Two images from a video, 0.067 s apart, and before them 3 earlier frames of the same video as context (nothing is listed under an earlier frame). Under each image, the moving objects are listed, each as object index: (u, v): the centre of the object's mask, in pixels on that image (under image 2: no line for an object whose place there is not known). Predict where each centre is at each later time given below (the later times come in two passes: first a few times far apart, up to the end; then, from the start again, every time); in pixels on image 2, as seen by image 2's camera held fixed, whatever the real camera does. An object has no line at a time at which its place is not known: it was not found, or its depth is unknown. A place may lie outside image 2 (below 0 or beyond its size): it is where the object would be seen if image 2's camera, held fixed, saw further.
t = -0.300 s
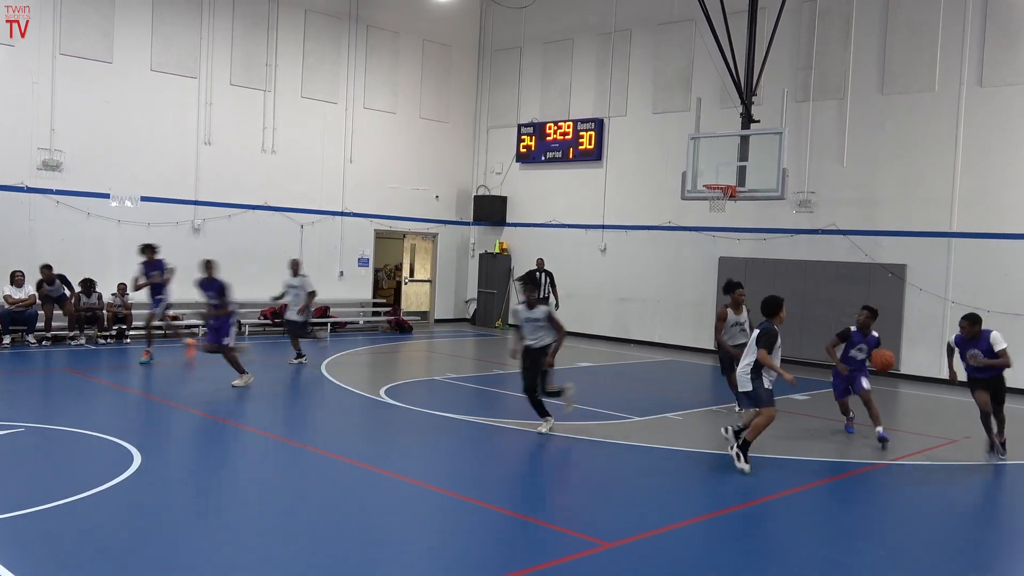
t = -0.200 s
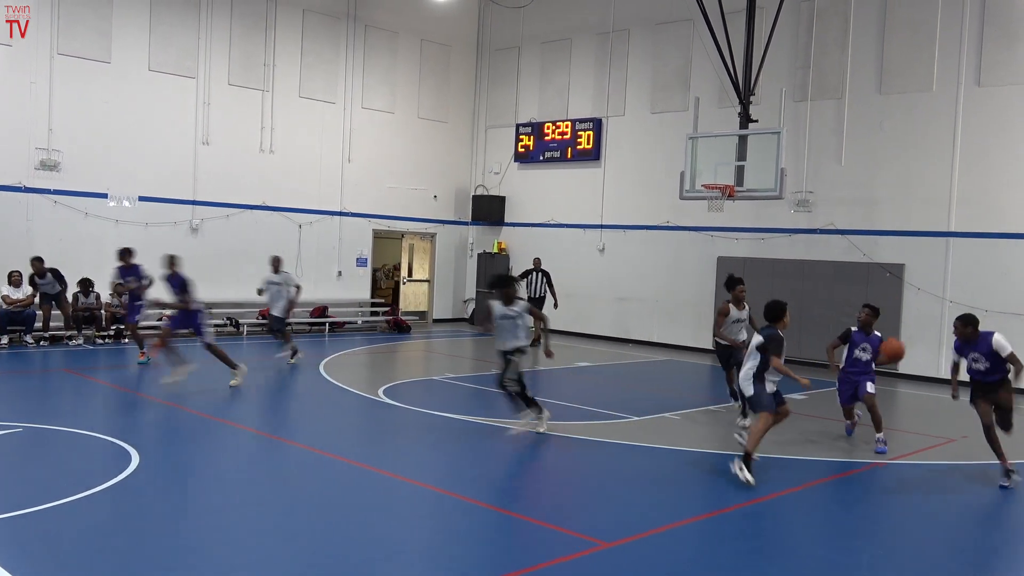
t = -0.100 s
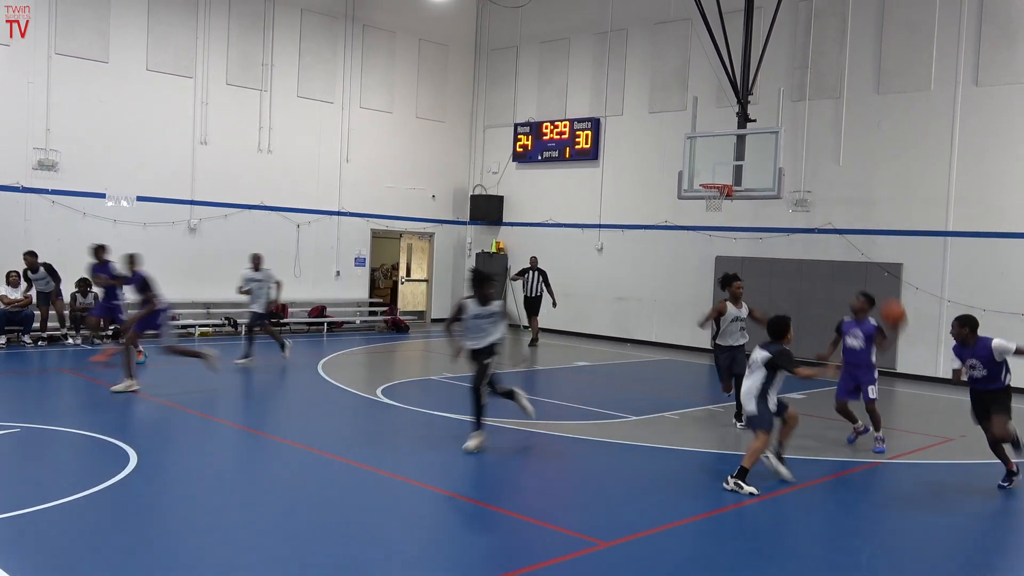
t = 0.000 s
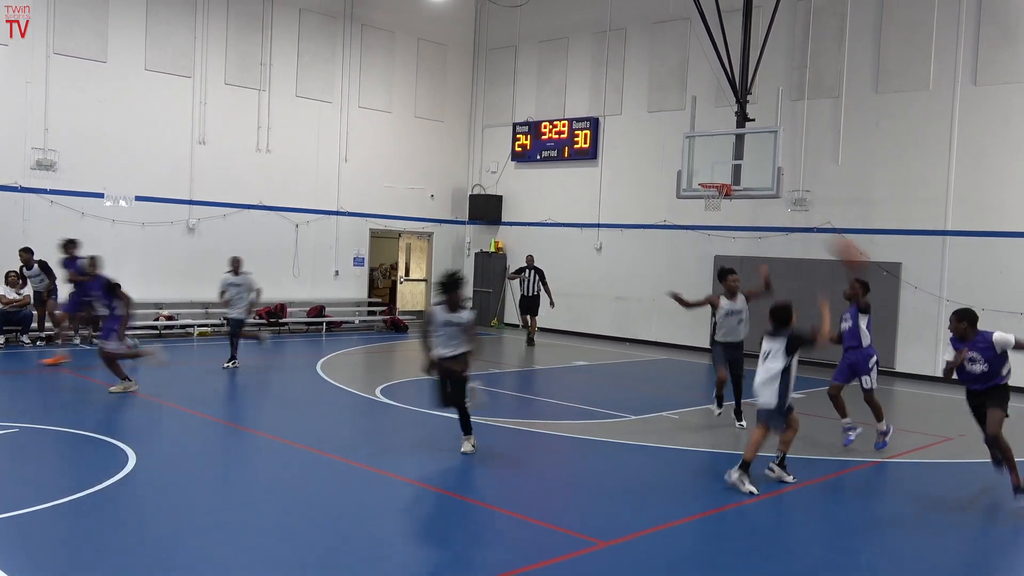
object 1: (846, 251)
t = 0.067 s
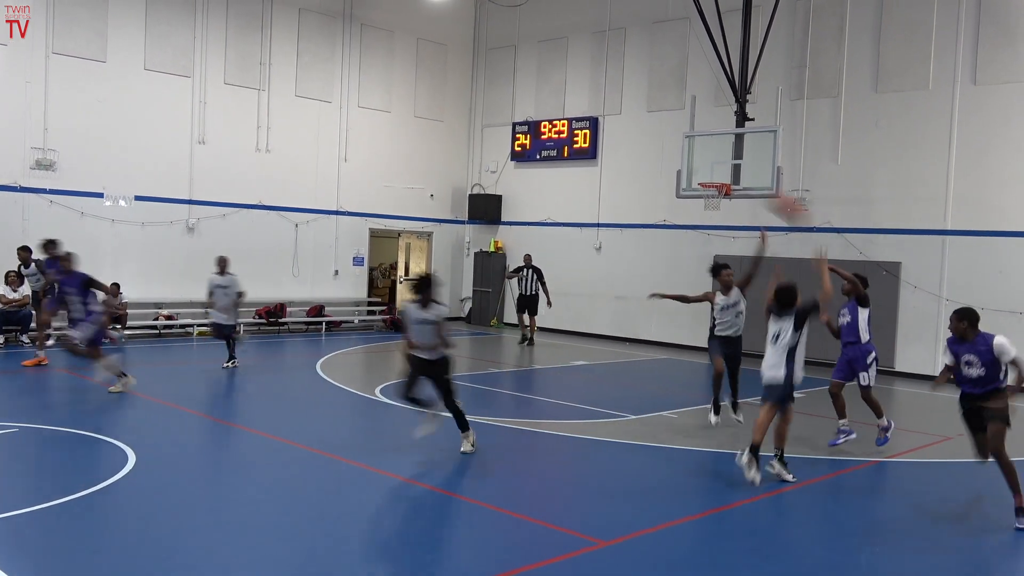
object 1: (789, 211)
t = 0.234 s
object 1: (632, 113)
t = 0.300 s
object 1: (562, 80)
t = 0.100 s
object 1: (757, 186)
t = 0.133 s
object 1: (722, 166)
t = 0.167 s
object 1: (694, 149)
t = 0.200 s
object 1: (662, 130)
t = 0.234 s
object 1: (632, 113)
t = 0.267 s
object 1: (595, 95)
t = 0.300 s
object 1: (562, 80)
